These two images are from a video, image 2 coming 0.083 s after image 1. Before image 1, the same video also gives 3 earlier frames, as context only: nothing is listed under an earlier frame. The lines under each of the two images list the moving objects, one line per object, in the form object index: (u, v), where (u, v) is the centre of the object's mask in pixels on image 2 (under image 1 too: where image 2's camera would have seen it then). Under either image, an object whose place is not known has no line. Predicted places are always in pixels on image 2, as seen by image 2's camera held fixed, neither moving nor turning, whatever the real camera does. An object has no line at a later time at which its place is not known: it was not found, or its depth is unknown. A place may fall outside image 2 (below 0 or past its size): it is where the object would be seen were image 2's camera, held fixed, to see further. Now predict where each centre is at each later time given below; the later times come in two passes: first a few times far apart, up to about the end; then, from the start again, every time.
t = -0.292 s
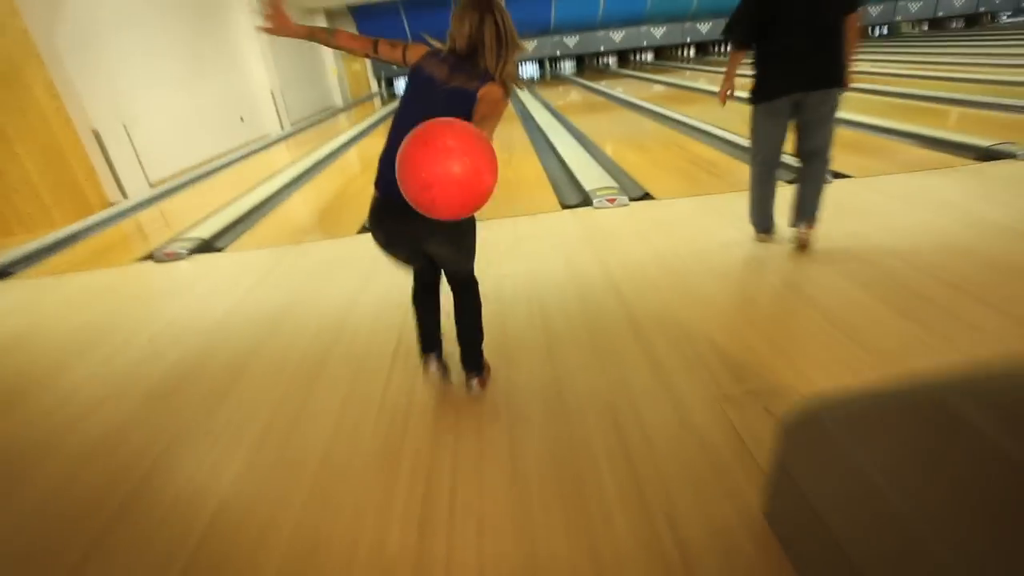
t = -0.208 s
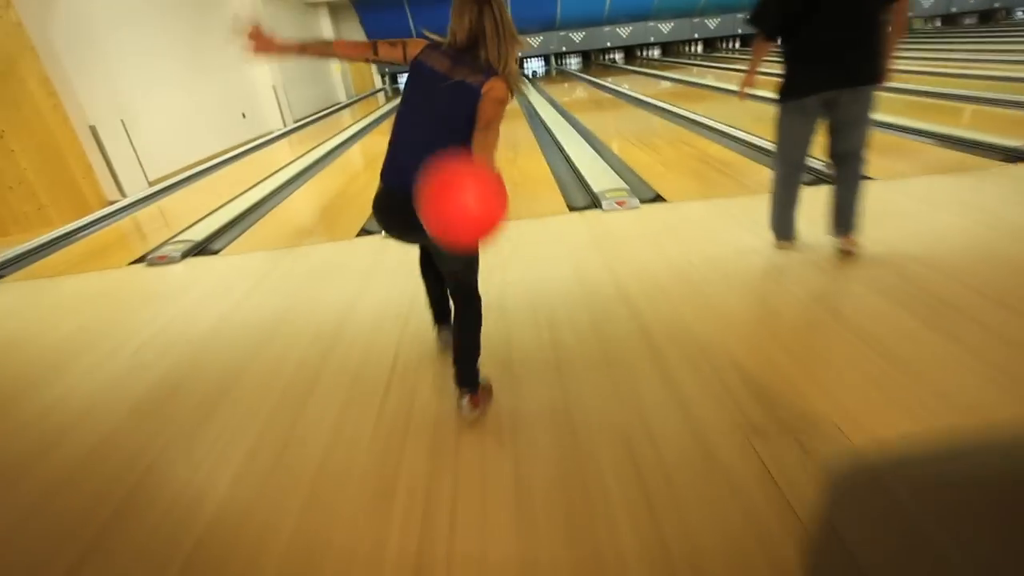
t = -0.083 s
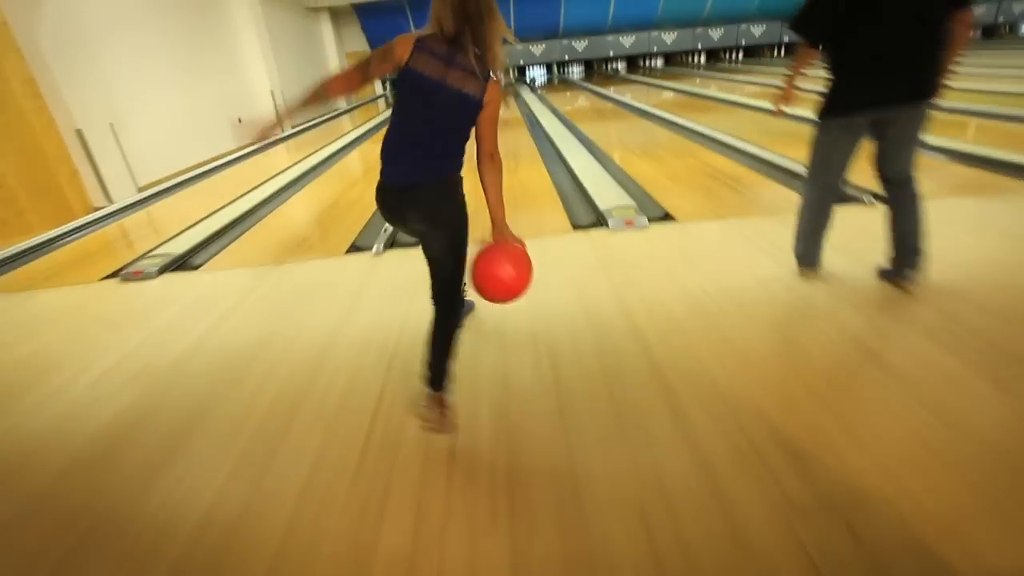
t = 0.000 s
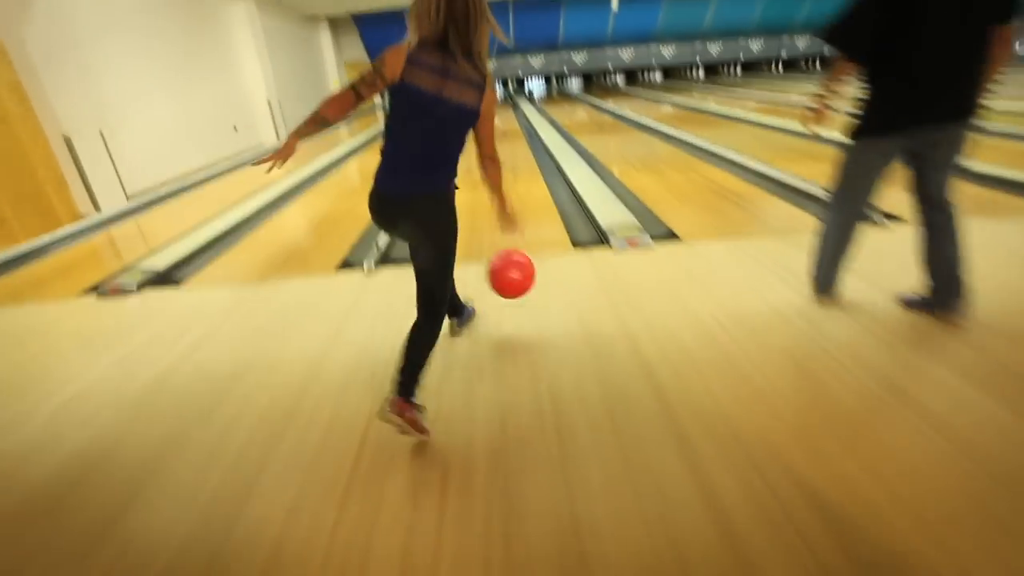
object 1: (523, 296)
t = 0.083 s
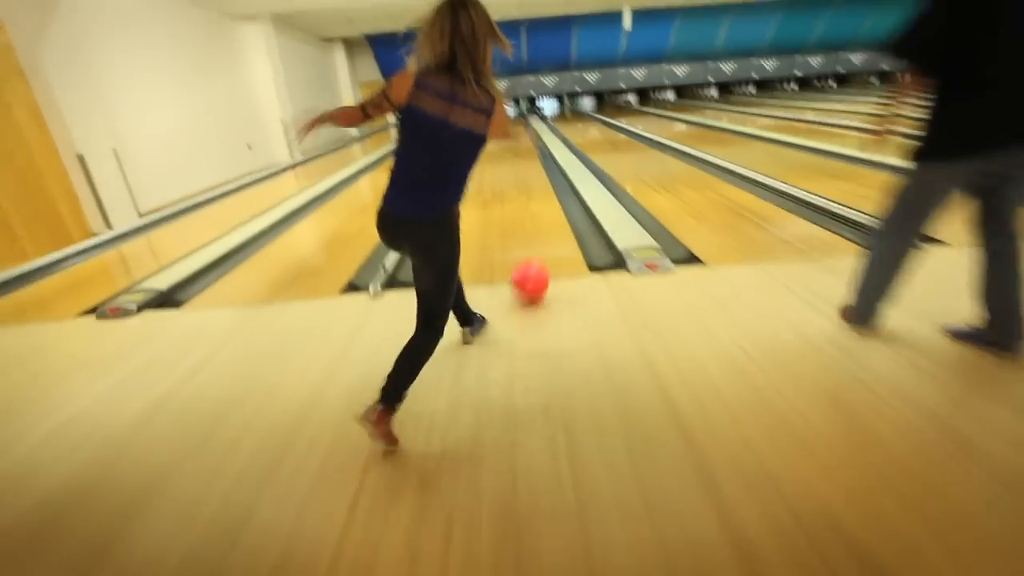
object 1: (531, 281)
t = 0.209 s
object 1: (531, 224)
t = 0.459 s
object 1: (533, 181)
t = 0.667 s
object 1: (533, 159)
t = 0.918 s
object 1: (534, 142)
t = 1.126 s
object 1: (535, 135)
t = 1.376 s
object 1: (530, 128)
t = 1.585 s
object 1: (527, 123)
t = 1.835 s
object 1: (526, 119)
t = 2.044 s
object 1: (523, 116)
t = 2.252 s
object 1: (523, 113)
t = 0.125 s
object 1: (531, 255)
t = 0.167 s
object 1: (530, 237)
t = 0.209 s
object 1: (531, 224)
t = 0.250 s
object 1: (532, 215)
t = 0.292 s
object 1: (532, 210)
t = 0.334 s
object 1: (532, 201)
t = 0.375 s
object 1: (532, 193)
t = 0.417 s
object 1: (532, 187)
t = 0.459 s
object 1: (533, 181)
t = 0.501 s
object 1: (533, 176)
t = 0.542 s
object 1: (533, 170)
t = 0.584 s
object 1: (533, 166)
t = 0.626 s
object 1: (534, 162)
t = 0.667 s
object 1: (533, 159)
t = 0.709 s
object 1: (534, 156)
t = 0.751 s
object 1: (533, 153)
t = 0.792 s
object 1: (533, 150)
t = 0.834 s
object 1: (533, 147)
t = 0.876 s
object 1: (534, 145)
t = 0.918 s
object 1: (534, 142)
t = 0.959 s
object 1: (533, 140)
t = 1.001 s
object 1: (534, 139)
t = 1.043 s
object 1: (534, 137)
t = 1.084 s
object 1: (535, 137)
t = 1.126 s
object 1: (535, 135)
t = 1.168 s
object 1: (534, 134)
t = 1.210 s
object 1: (533, 133)
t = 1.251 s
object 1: (532, 132)
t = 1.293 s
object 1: (531, 130)
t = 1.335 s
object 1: (530, 129)
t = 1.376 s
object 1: (530, 128)
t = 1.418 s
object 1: (529, 127)
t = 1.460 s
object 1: (529, 126)
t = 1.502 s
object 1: (528, 125)
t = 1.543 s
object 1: (528, 124)
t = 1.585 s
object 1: (527, 123)
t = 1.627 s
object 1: (527, 122)
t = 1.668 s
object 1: (526, 121)
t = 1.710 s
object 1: (526, 121)
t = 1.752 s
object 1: (526, 120)
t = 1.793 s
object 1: (526, 119)
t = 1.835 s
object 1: (526, 119)
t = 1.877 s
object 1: (526, 119)
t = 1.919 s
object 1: (525, 117)
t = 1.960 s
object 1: (524, 117)
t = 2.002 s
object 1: (524, 117)
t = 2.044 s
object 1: (523, 116)
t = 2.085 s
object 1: (523, 116)
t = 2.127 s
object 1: (523, 115)
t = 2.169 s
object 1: (522, 114)
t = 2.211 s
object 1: (522, 114)
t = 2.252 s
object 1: (523, 113)
